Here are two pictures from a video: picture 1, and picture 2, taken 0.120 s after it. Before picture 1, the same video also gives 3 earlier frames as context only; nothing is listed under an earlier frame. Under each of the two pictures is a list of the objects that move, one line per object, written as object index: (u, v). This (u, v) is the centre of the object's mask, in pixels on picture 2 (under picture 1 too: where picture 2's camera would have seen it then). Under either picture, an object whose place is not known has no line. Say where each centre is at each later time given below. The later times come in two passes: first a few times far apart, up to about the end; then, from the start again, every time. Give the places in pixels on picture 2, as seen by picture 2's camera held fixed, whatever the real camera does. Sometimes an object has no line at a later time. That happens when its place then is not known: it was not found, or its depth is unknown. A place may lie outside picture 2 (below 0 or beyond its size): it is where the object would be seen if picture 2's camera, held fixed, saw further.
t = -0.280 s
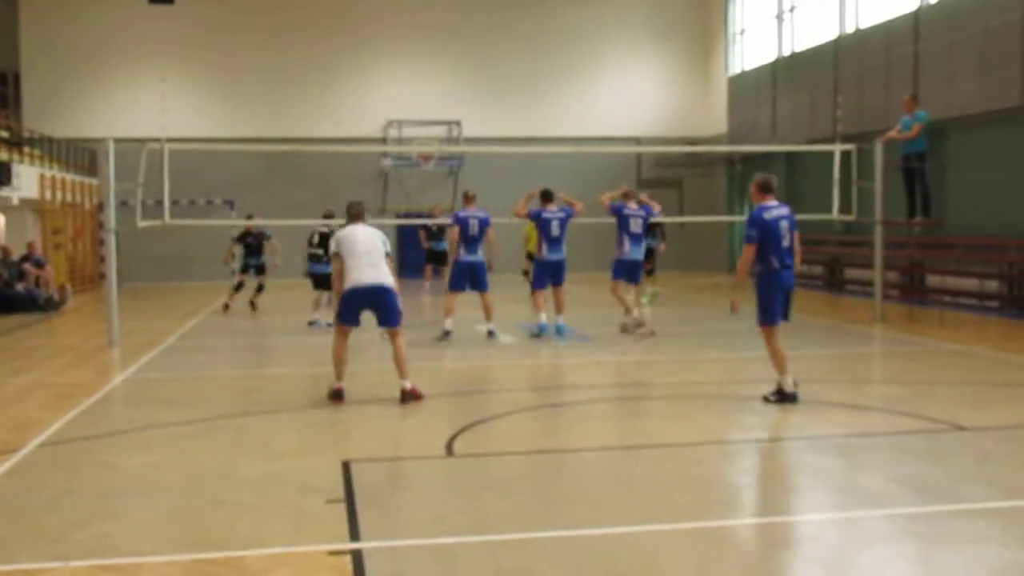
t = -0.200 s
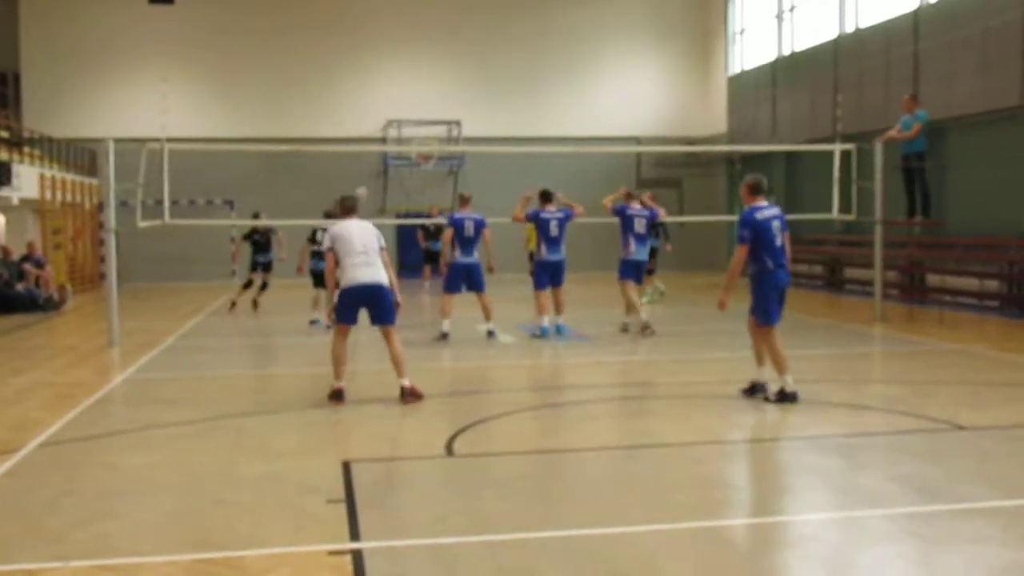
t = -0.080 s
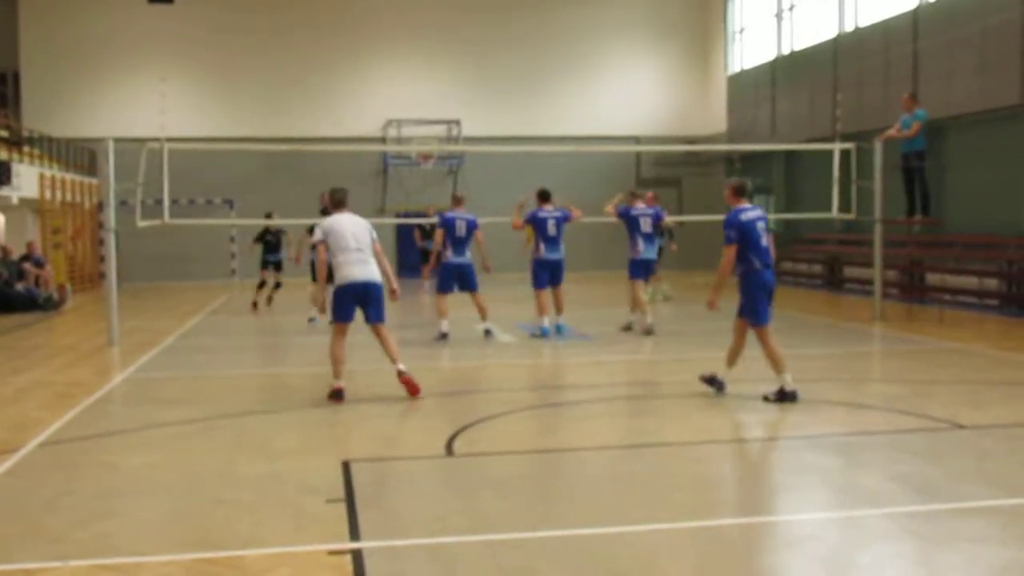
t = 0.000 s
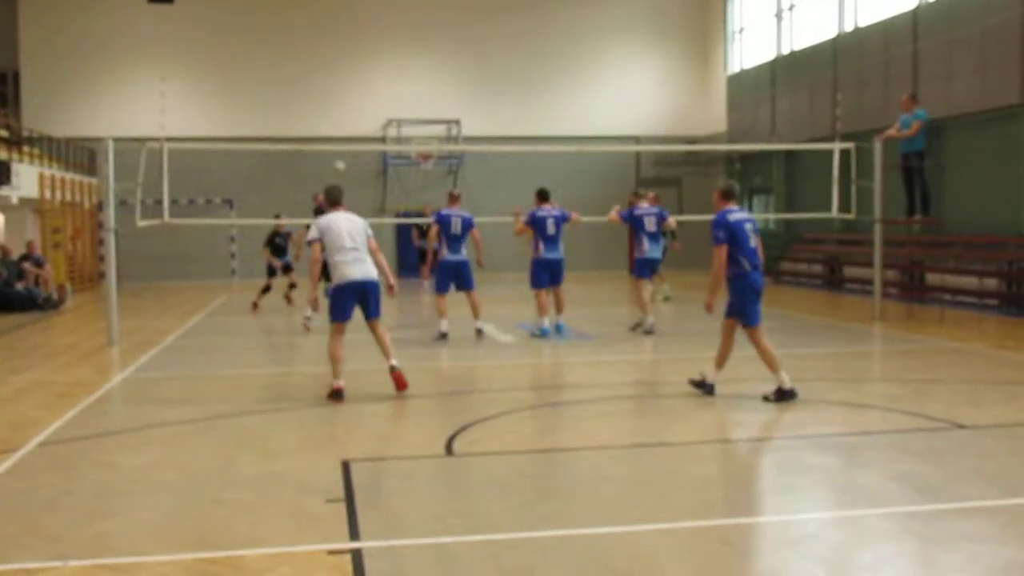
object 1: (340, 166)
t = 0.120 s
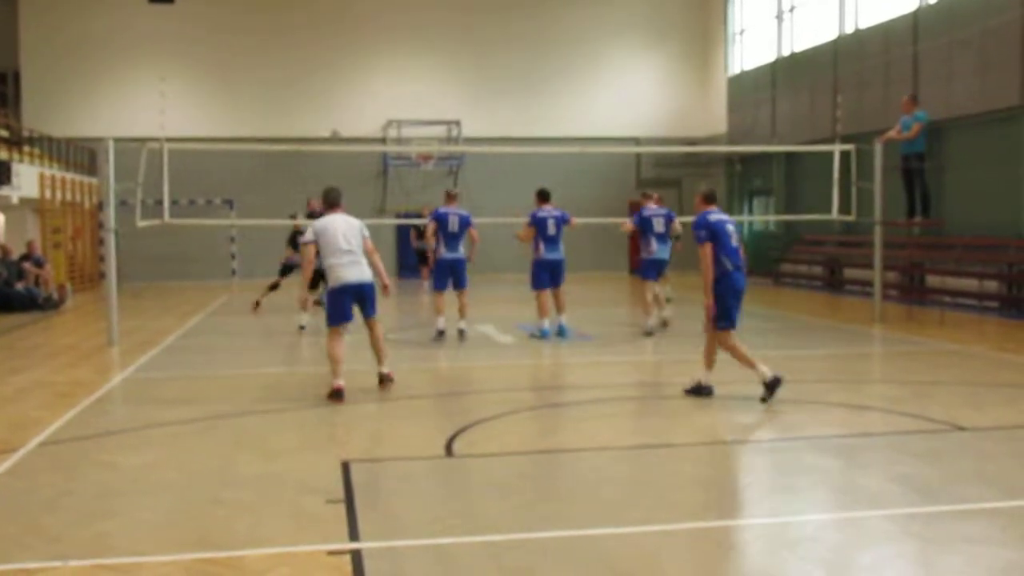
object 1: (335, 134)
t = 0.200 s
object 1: (333, 113)
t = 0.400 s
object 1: (330, 79)
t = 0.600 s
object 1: (326, 69)
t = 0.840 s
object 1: (323, 86)
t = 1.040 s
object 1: (320, 123)
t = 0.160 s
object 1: (334, 124)
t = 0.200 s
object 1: (333, 113)
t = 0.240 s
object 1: (332, 107)
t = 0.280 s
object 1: (331, 99)
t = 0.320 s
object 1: (330, 92)
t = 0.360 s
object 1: (331, 85)
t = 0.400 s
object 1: (330, 79)
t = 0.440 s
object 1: (329, 76)
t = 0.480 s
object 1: (328, 72)
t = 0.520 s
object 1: (328, 70)
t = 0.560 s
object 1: (327, 69)
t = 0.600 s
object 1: (326, 69)
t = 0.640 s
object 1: (325, 69)
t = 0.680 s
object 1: (325, 71)
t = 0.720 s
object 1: (324, 74)
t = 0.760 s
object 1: (323, 76)
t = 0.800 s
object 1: (323, 81)
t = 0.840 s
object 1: (323, 86)
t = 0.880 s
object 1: (322, 91)
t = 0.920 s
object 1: (322, 98)
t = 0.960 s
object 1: (321, 106)
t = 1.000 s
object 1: (320, 114)
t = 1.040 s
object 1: (320, 123)
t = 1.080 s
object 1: (320, 133)
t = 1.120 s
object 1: (320, 141)
